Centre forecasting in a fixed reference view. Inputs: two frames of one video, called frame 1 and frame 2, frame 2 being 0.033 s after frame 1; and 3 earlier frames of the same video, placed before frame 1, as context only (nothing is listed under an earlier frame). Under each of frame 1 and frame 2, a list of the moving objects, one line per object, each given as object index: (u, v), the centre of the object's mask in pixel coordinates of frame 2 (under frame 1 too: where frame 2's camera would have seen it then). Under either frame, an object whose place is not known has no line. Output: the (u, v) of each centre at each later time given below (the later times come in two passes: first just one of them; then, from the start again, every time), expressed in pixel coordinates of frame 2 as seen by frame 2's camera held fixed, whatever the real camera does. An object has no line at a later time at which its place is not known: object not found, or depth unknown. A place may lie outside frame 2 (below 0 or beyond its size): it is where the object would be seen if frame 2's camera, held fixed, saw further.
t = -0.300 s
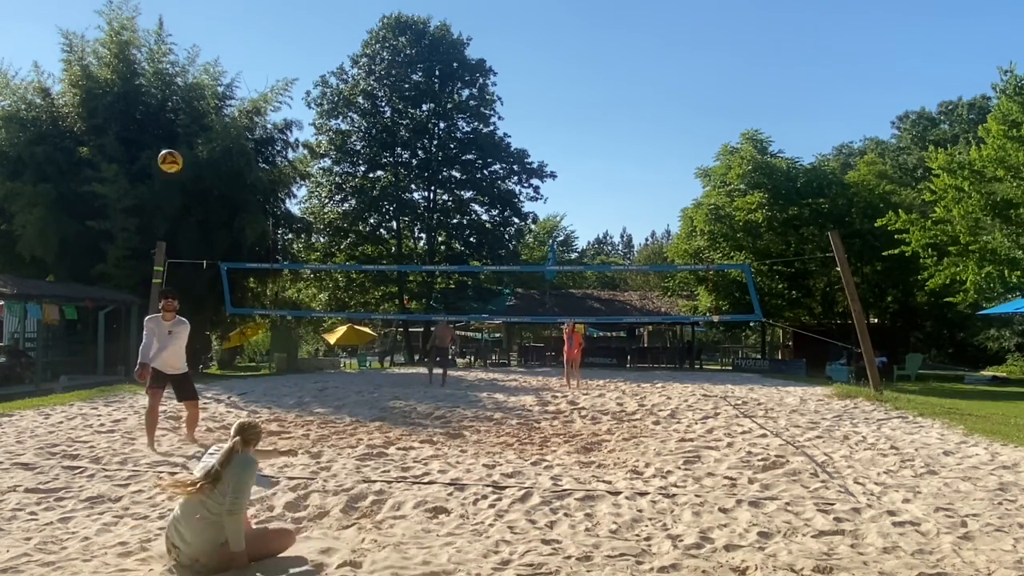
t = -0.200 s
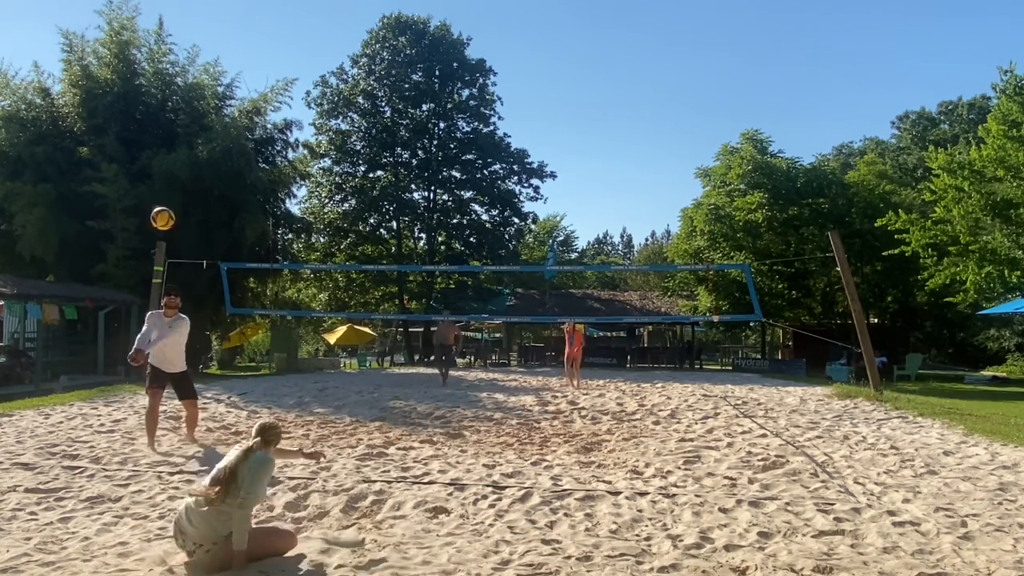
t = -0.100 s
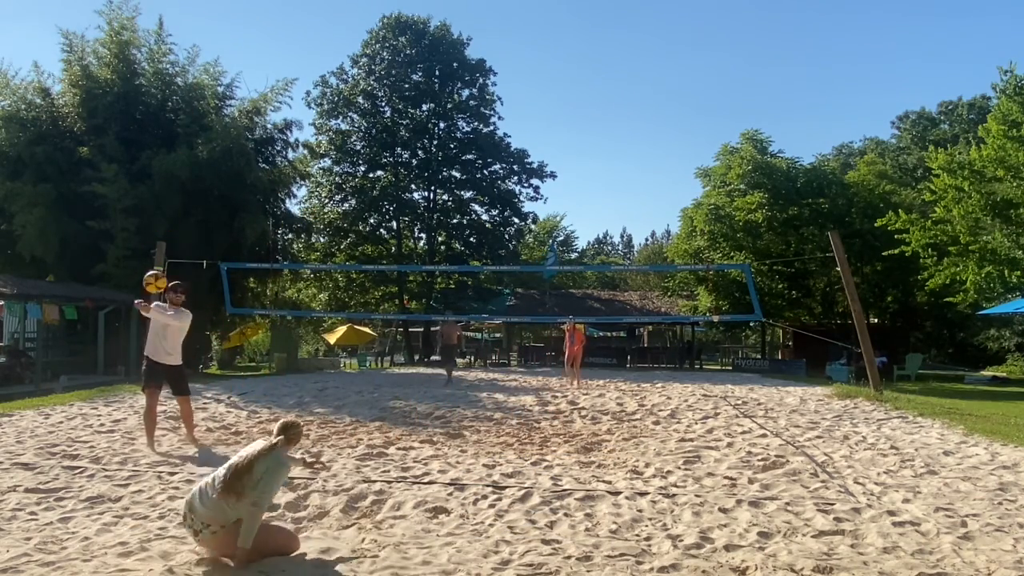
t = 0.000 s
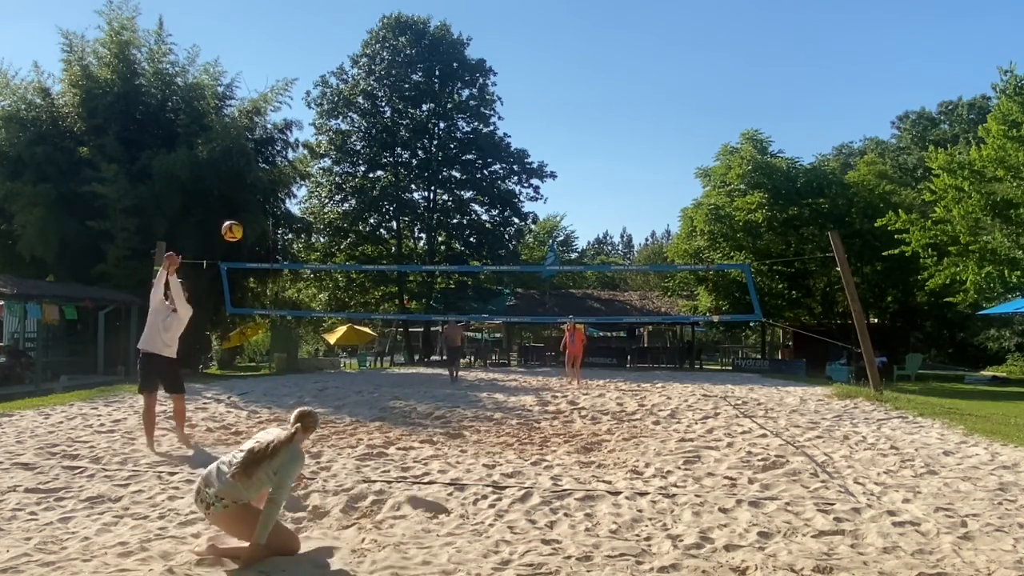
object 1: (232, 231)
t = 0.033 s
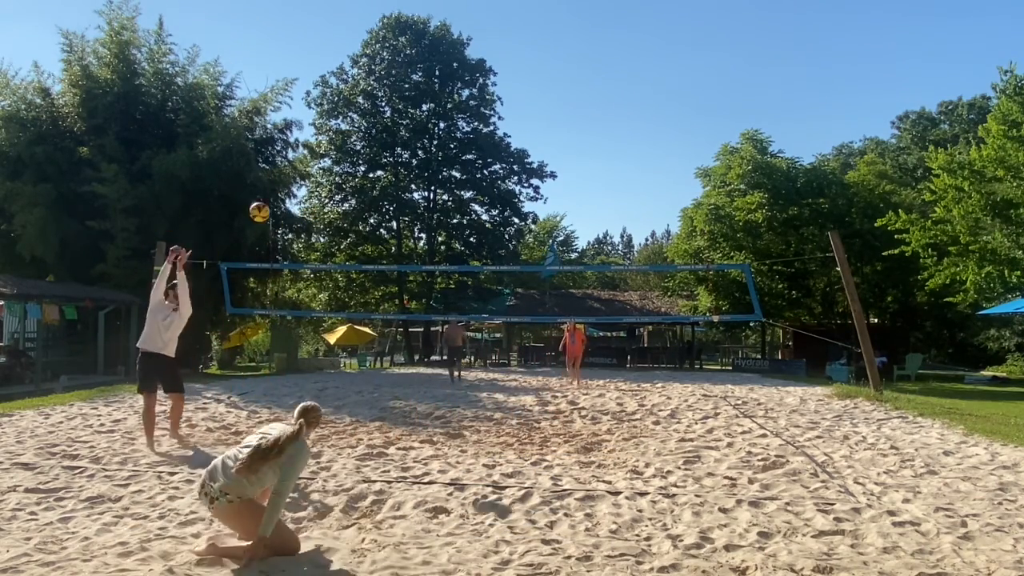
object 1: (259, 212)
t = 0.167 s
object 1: (353, 159)
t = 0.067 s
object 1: (285, 195)
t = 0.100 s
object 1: (309, 181)
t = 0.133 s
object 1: (332, 172)
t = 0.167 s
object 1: (353, 159)
